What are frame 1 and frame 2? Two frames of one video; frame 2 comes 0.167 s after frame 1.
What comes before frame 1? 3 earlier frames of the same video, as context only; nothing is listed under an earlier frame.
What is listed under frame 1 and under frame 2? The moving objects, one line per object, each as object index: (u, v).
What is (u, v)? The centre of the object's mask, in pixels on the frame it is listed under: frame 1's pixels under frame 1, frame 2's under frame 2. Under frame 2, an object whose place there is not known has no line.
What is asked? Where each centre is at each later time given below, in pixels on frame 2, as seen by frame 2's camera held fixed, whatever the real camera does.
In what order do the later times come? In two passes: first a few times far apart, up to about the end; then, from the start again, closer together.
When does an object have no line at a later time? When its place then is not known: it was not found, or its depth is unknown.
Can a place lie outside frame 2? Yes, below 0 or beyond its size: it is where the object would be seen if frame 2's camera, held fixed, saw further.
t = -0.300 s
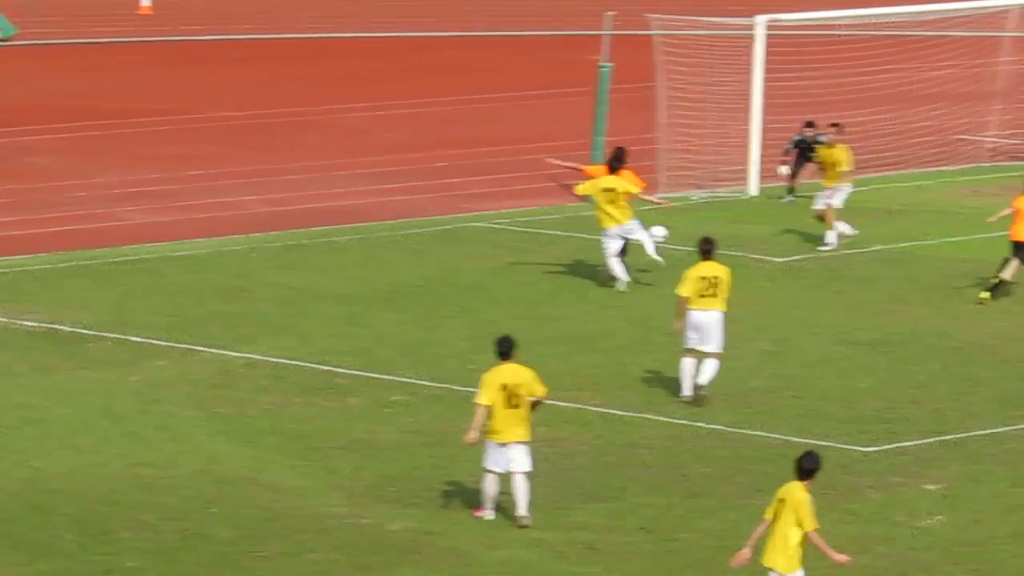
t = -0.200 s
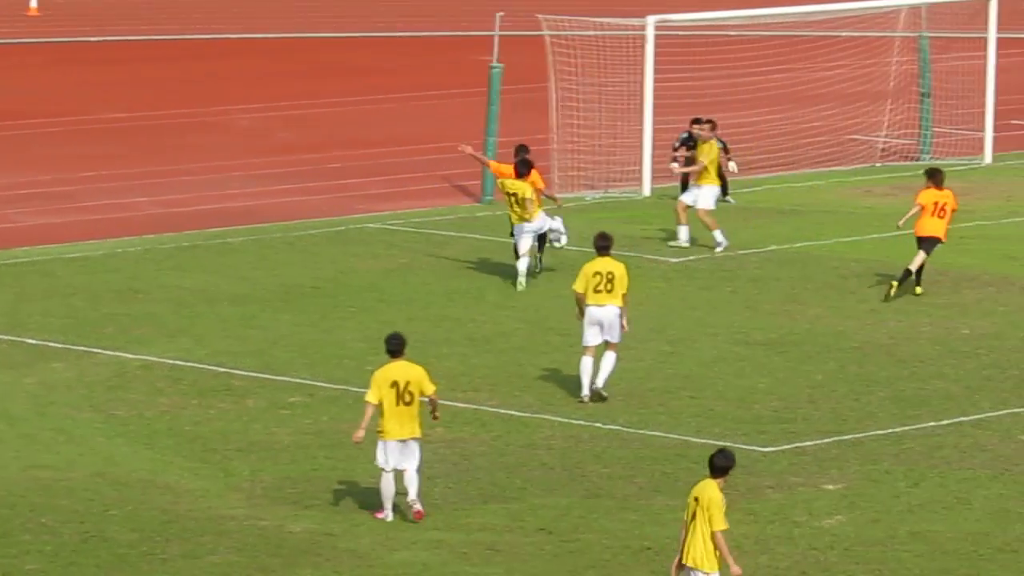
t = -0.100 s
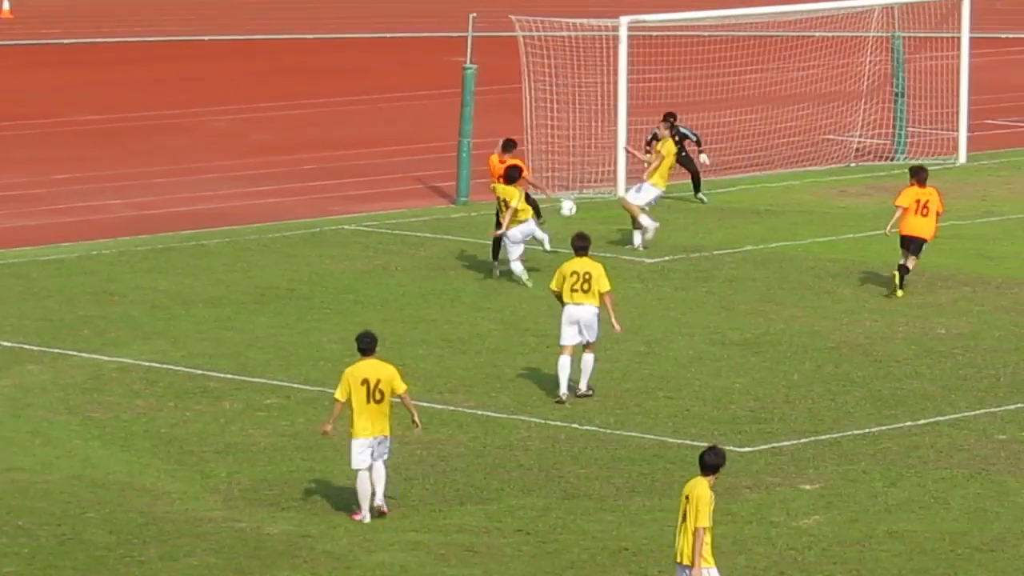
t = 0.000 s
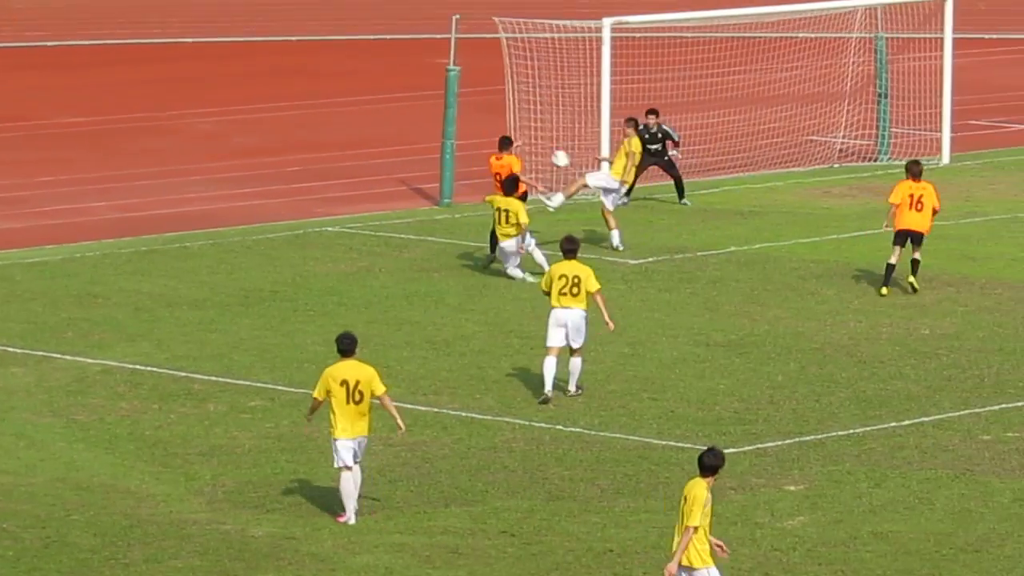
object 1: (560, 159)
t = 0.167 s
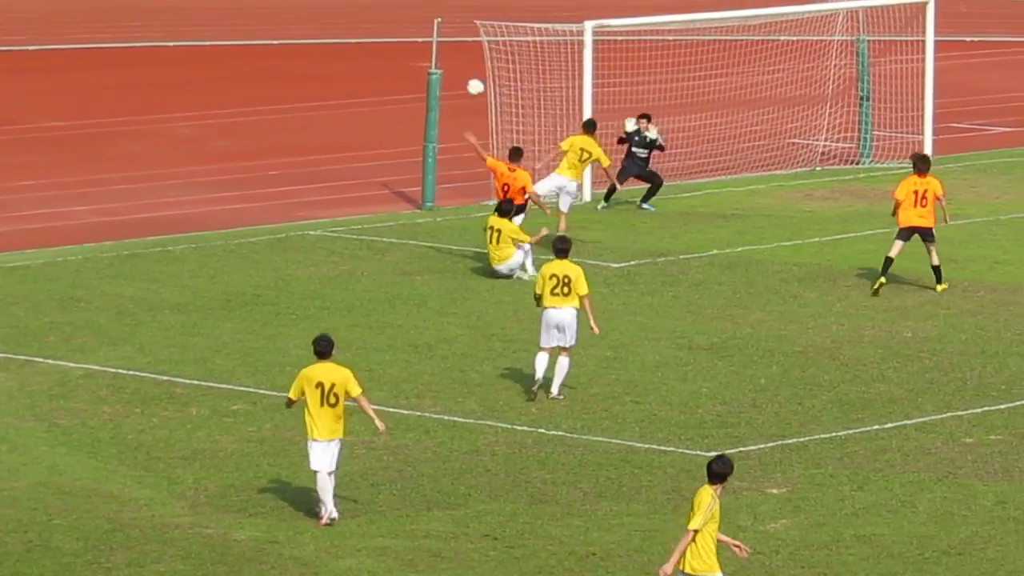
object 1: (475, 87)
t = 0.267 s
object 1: (441, 58)
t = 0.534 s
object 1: (369, 29)
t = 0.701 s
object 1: (336, 43)
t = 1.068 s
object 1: (287, 127)
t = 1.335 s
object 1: (275, 39)
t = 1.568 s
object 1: (267, 8)
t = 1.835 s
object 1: (260, 19)
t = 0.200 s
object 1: (463, 76)
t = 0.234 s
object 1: (452, 66)
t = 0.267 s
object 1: (441, 58)
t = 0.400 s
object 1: (402, 35)
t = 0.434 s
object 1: (394, 32)
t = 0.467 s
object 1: (385, 30)
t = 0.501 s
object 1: (377, 29)
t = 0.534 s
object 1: (369, 29)
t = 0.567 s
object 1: (362, 30)
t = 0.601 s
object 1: (355, 33)
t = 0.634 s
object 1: (348, 35)
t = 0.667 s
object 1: (342, 38)
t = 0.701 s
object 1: (336, 43)
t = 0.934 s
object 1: (301, 96)
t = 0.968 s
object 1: (297, 107)
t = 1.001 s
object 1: (293, 118)
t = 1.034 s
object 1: (289, 130)
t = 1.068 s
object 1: (287, 127)
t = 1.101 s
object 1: (284, 113)
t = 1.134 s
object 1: (283, 99)
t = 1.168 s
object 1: (281, 86)
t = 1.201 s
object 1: (280, 75)
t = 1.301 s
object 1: (276, 47)
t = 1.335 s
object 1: (275, 39)
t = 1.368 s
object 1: (273, 32)
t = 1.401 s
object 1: (273, 25)
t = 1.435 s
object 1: (271, 21)
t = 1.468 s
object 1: (270, 16)
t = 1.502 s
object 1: (269, 13)
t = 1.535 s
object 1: (268, 10)
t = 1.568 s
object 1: (267, 8)
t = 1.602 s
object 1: (265, 7)
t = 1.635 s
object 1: (265, 6)
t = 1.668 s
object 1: (264, 7)
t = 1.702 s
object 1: (263, 7)
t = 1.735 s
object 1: (262, 10)
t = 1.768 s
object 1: (261, 12)
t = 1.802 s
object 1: (261, 16)
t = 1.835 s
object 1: (260, 19)
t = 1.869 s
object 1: (259, 24)
